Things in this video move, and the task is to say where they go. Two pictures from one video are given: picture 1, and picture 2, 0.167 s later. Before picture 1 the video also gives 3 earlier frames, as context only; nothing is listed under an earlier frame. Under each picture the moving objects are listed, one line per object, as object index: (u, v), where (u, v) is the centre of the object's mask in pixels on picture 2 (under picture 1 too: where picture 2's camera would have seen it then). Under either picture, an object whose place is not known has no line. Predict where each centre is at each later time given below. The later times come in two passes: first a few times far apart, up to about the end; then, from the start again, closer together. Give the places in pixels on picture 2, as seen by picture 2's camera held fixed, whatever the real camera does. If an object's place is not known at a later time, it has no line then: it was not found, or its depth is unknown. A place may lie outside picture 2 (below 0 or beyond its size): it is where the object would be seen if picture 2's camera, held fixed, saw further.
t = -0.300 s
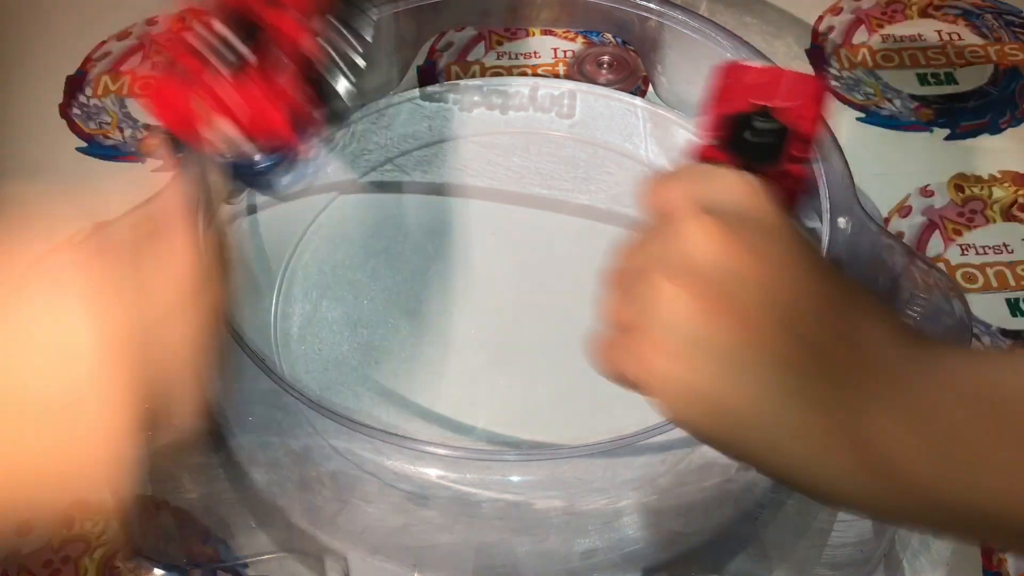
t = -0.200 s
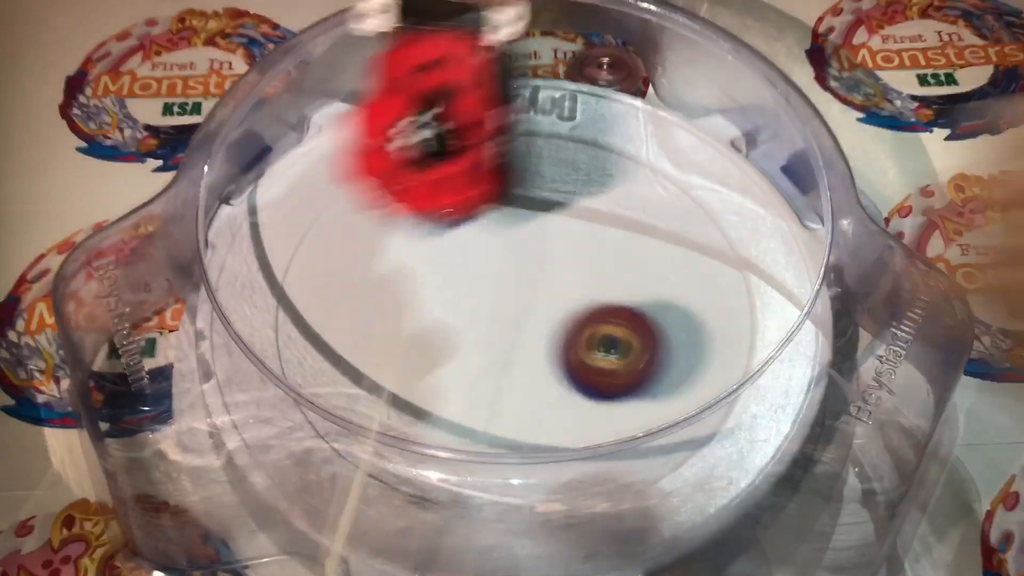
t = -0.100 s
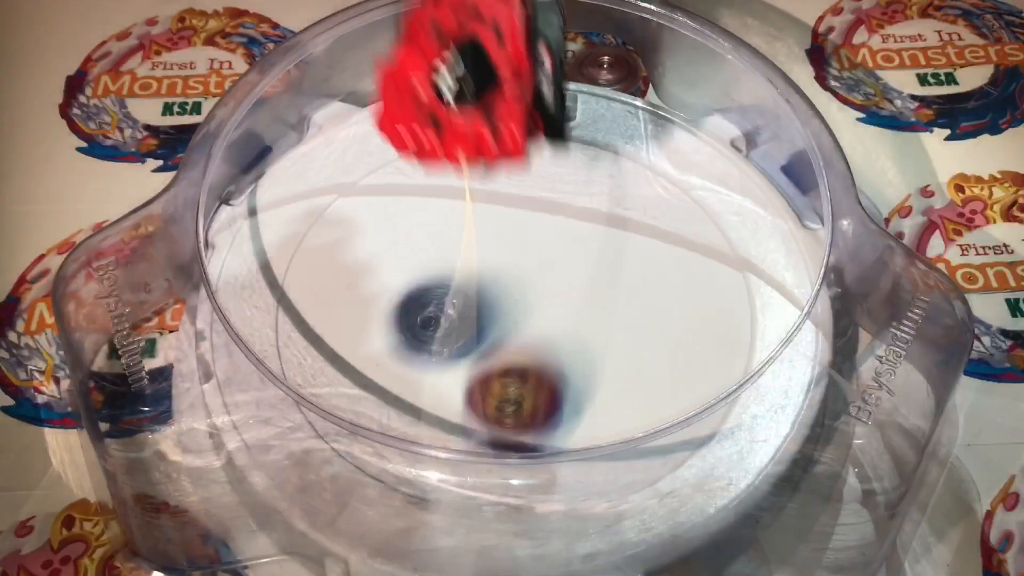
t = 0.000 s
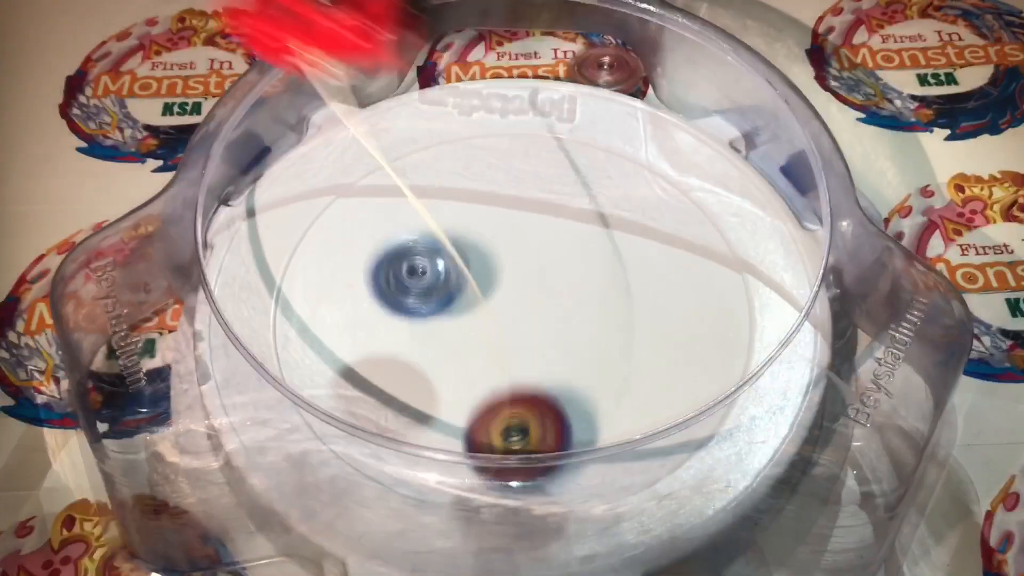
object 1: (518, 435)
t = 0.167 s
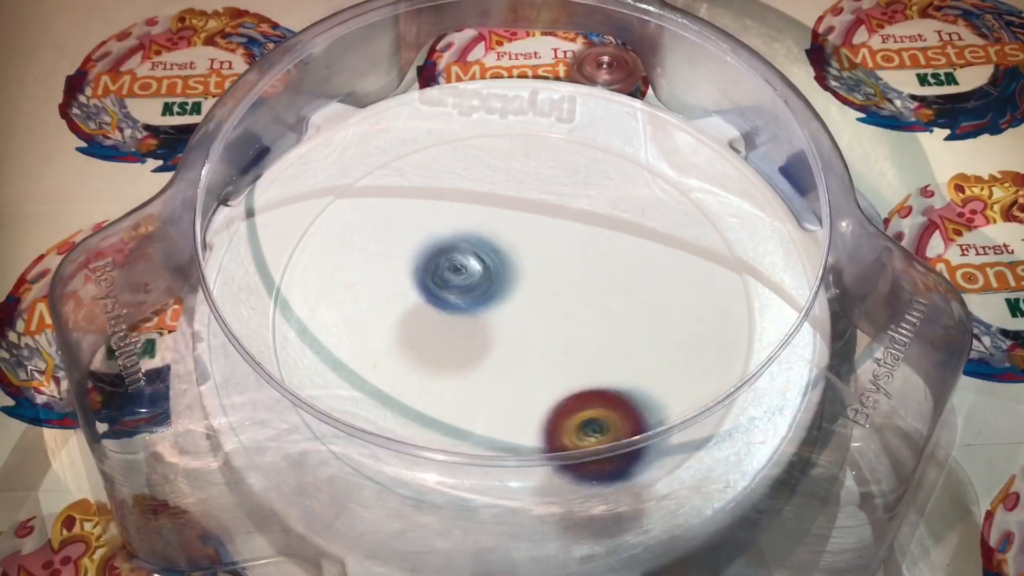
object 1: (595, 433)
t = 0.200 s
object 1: (615, 423)
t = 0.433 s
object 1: (685, 279)
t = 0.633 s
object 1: (553, 244)
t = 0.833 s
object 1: (399, 349)
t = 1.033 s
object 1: (641, 482)
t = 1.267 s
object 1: (760, 331)
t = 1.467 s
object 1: (581, 214)
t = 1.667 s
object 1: (337, 247)
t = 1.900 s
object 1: (279, 449)
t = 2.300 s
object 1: (596, 193)
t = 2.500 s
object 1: (442, 102)
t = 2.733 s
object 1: (326, 236)
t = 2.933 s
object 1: (506, 394)
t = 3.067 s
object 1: (668, 356)
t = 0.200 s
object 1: (615, 423)
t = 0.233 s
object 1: (631, 405)
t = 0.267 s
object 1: (651, 393)
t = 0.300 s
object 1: (671, 377)
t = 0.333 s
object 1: (687, 358)
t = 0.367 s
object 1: (695, 334)
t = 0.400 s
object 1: (695, 308)
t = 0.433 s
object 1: (685, 279)
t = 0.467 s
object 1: (663, 255)
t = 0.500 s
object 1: (638, 239)
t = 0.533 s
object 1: (627, 234)
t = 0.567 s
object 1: (608, 234)
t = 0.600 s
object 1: (583, 237)
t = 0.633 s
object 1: (553, 244)
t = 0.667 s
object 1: (523, 255)
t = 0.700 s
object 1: (491, 268)
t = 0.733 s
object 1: (463, 286)
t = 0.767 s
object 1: (438, 305)
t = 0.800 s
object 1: (416, 326)
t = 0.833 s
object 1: (399, 349)
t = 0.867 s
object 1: (394, 375)
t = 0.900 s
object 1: (440, 409)
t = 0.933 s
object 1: (489, 438)
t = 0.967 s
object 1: (537, 470)
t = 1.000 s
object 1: (592, 478)
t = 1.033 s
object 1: (641, 482)
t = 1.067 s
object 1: (682, 473)
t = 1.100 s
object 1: (719, 462)
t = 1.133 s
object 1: (750, 445)
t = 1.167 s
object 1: (768, 422)
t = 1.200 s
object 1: (774, 393)
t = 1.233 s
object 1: (773, 362)
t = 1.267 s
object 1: (760, 331)
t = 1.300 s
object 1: (745, 305)
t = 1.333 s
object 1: (724, 284)
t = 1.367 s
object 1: (694, 261)
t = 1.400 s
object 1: (659, 240)
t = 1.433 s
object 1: (621, 225)
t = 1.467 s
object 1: (581, 214)
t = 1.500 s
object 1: (539, 207)
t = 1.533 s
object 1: (495, 205)
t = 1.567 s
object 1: (454, 208)
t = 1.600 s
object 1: (413, 215)
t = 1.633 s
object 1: (374, 229)
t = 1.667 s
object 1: (337, 247)
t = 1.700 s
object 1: (304, 270)
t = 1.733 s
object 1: (279, 296)
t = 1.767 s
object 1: (272, 323)
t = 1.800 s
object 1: (260, 356)
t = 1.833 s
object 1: (251, 389)
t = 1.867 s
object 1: (251, 421)
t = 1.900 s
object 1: (279, 449)
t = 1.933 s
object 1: (325, 461)
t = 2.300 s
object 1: (596, 193)
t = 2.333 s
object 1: (580, 166)
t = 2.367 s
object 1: (558, 143)
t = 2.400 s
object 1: (532, 125)
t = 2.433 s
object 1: (503, 111)
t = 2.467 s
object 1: (472, 106)
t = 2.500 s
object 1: (442, 102)
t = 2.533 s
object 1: (414, 99)
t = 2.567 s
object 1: (382, 99)
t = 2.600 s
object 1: (363, 118)
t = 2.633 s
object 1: (346, 143)
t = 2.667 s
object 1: (334, 169)
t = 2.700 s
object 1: (326, 202)
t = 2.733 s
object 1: (326, 236)
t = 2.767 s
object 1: (335, 271)
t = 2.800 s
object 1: (353, 307)
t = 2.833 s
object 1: (383, 339)
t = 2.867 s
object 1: (417, 363)
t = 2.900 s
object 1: (460, 383)
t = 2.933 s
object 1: (506, 394)
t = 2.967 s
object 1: (551, 397)
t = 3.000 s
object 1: (593, 389)
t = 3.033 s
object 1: (633, 376)
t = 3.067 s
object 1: (668, 356)
